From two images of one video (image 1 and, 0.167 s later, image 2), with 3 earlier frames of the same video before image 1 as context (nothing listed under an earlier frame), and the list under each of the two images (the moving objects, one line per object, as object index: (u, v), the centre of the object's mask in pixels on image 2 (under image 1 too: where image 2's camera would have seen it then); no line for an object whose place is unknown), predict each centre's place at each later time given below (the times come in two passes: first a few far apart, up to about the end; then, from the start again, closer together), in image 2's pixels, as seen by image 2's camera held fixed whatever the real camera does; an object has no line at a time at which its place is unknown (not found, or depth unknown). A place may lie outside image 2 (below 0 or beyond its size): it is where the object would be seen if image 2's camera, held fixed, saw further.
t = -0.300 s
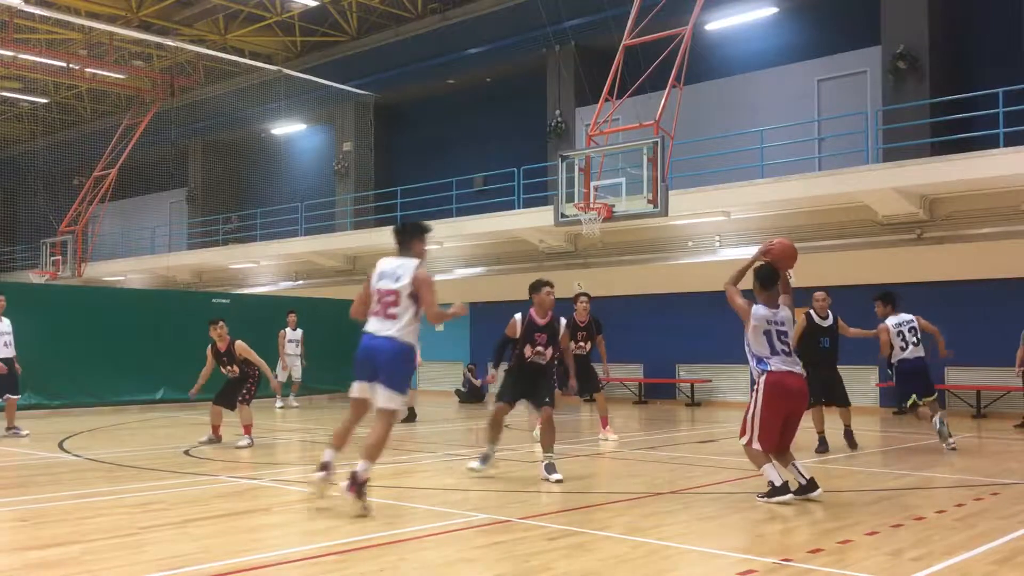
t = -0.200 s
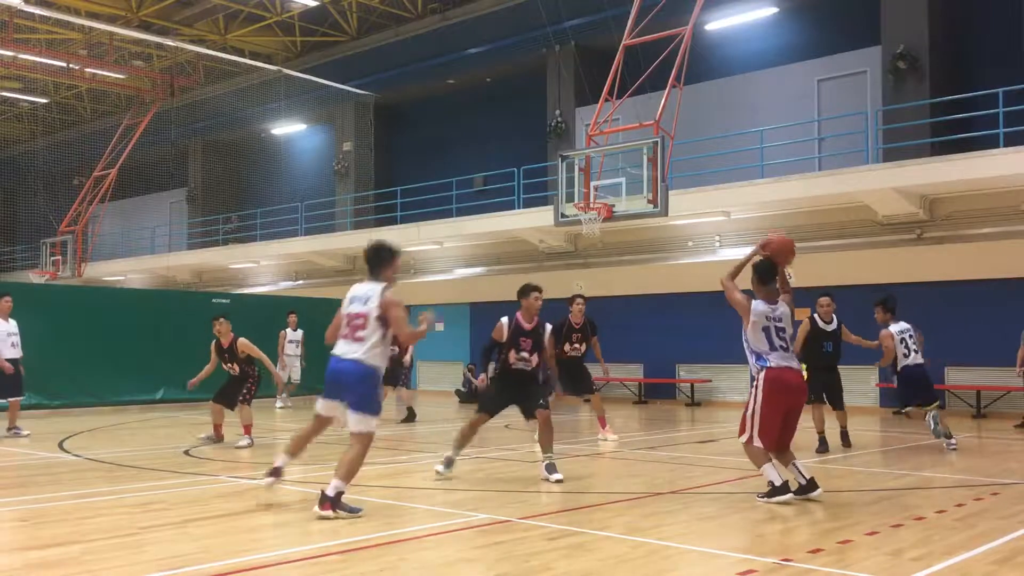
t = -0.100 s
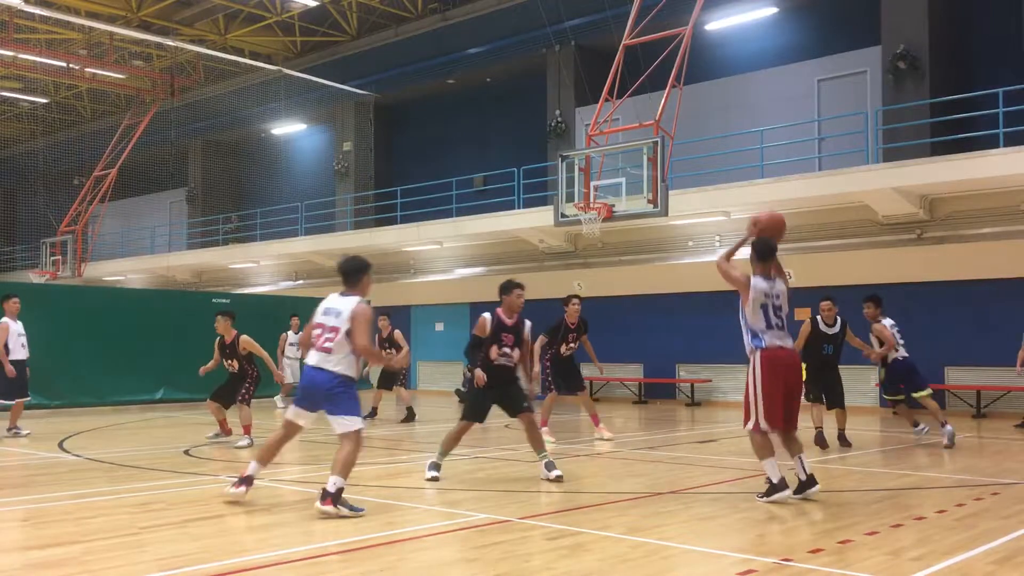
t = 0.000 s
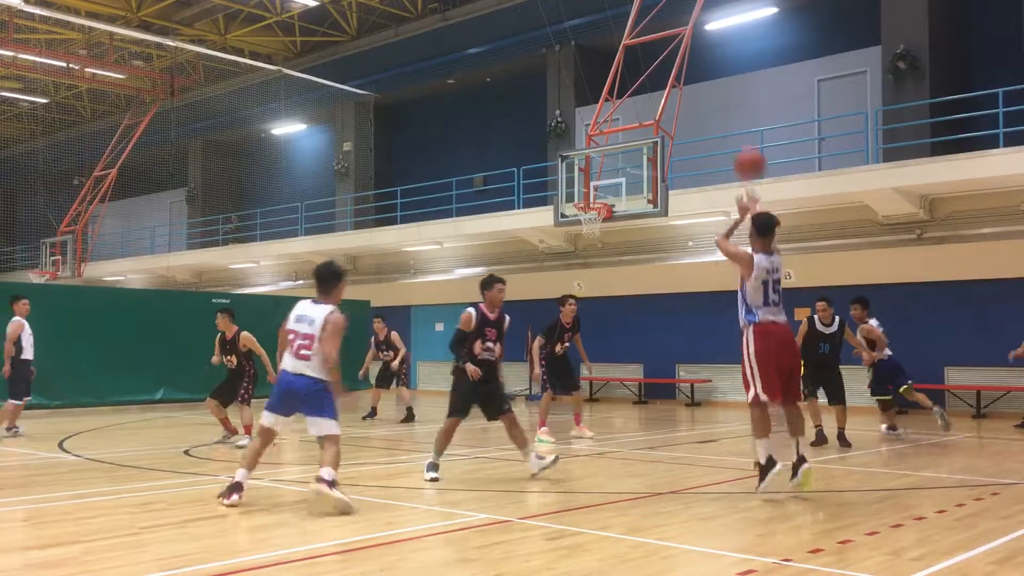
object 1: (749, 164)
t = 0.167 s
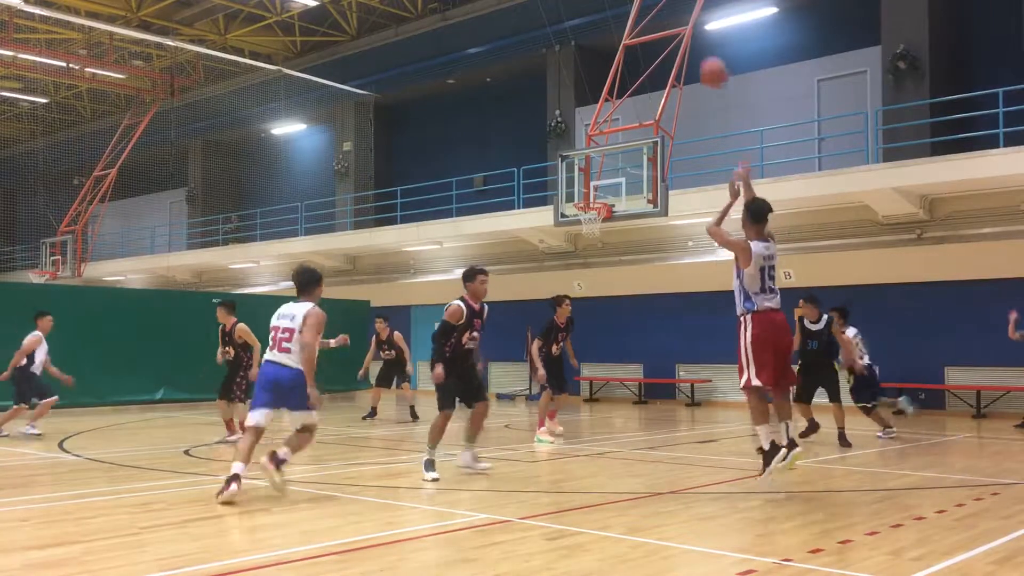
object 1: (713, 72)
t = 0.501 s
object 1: (663, 14)
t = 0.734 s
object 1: (637, 37)
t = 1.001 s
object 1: (612, 105)
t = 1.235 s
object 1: (594, 194)
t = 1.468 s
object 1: (550, 170)
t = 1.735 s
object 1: (503, 171)
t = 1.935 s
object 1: (468, 203)
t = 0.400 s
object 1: (676, 19)
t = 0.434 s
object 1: (671, 16)
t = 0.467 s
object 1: (666, 14)
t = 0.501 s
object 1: (663, 14)
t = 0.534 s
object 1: (659, 15)
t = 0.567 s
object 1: (654, 16)
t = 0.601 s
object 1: (650, 19)
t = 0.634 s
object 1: (647, 22)
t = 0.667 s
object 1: (642, 25)
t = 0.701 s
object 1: (639, 30)
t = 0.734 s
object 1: (637, 37)
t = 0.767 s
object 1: (632, 44)
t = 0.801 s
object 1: (630, 51)
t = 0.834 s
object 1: (626, 58)
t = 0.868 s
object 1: (623, 66)
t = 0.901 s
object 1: (620, 74)
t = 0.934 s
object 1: (618, 84)
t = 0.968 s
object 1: (615, 94)
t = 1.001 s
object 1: (612, 105)
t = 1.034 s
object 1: (610, 114)
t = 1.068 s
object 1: (604, 128)
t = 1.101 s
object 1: (603, 140)
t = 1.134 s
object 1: (603, 153)
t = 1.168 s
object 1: (600, 166)
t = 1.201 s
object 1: (597, 179)
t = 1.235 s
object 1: (594, 194)
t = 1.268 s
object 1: (588, 199)
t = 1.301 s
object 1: (581, 194)
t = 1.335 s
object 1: (578, 188)
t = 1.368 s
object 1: (569, 182)
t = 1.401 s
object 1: (563, 178)
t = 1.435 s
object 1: (557, 173)
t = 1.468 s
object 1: (550, 170)
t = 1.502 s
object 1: (545, 168)
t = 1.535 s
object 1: (538, 167)
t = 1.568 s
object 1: (533, 165)
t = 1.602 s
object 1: (527, 165)
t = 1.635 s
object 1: (520, 166)
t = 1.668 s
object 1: (515, 166)
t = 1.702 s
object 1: (509, 168)
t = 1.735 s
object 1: (503, 171)
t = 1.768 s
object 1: (496, 175)
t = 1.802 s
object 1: (491, 179)
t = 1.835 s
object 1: (485, 184)
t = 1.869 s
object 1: (478, 189)
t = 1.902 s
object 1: (473, 195)
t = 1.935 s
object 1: (468, 203)
